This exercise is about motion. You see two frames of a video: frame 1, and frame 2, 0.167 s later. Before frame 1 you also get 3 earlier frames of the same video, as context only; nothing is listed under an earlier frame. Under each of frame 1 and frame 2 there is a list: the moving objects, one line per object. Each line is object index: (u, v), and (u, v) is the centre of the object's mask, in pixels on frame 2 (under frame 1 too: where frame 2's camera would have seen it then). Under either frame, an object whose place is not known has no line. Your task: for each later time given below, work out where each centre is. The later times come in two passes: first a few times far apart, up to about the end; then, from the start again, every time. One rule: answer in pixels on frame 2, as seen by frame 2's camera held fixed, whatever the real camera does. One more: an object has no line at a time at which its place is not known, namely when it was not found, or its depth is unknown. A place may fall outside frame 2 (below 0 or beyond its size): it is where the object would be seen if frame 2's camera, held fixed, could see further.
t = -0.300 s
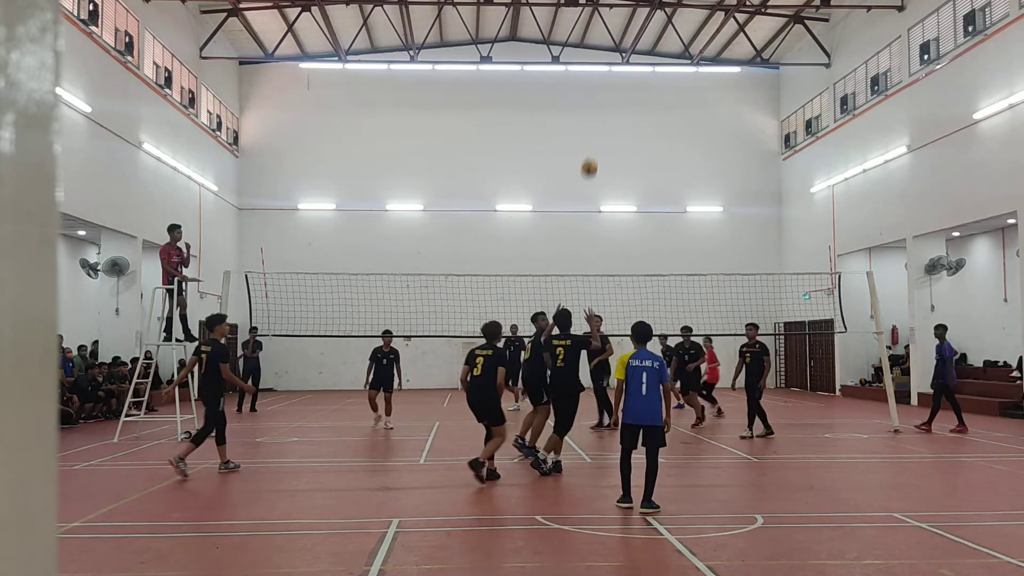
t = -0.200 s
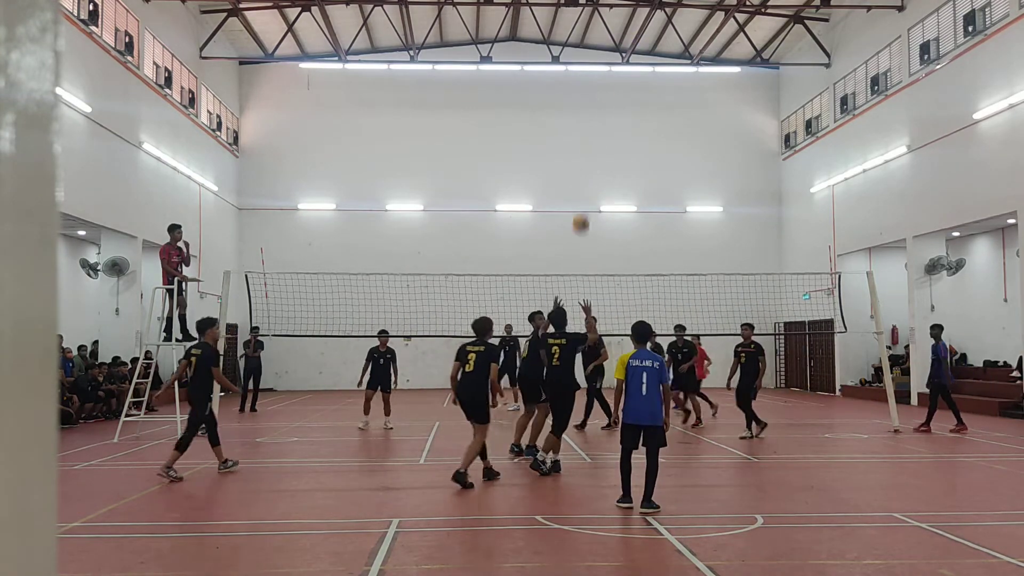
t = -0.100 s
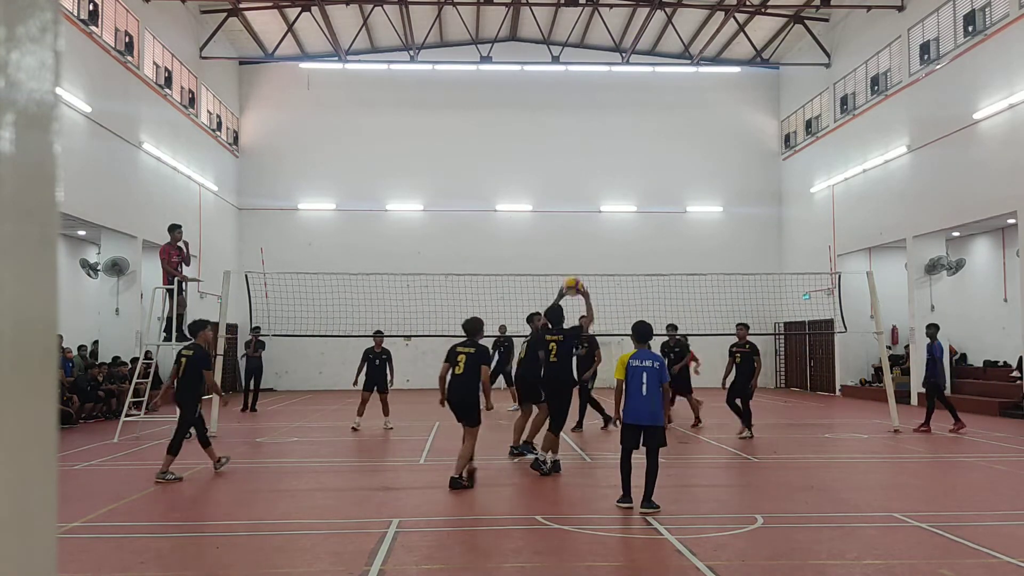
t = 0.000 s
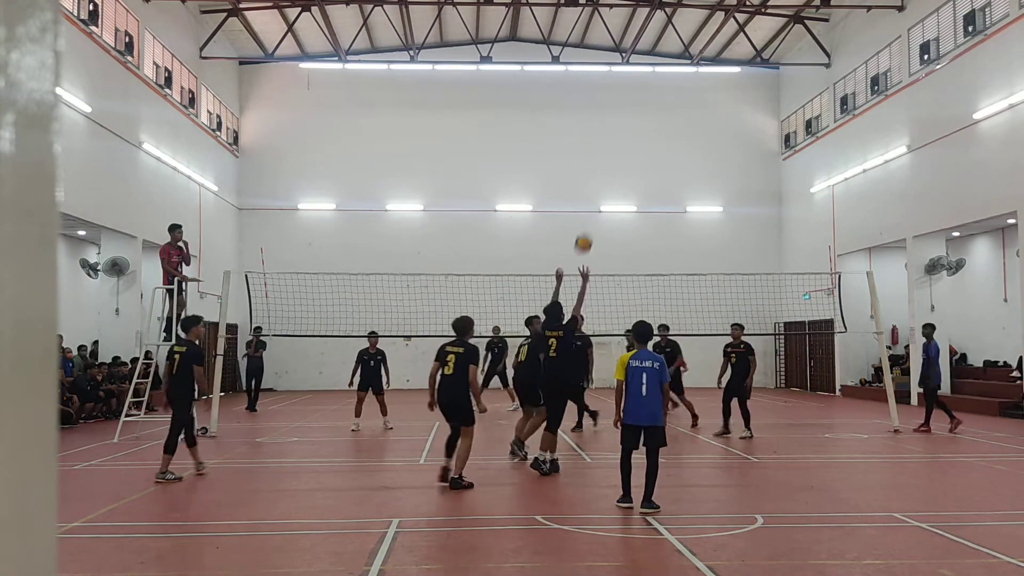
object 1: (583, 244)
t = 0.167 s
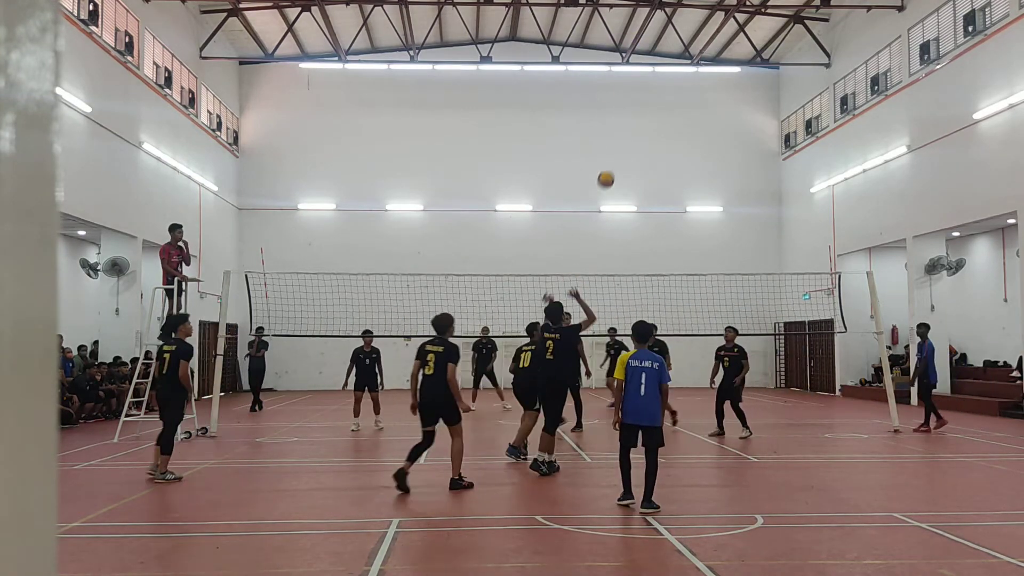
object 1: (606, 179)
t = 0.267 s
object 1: (618, 154)
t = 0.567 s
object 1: (650, 129)
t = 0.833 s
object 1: (674, 162)
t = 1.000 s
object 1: (688, 203)
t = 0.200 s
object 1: (610, 170)
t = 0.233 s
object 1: (614, 161)
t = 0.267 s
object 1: (618, 154)
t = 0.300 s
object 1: (622, 147)
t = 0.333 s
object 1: (626, 142)
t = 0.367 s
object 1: (630, 137)
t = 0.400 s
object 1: (633, 134)
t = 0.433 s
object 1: (636, 131)
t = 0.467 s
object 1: (640, 129)
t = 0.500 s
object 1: (643, 128)
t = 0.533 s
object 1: (647, 128)
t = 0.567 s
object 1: (650, 129)
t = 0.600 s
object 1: (653, 131)
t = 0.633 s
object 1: (656, 133)
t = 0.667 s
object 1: (659, 136)
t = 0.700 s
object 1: (662, 140)
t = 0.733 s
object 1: (665, 144)
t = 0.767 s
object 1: (668, 149)
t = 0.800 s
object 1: (671, 155)
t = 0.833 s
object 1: (674, 162)
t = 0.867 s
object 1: (677, 169)
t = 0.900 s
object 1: (679, 177)
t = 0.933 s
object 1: (682, 185)
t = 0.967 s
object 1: (685, 194)
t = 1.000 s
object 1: (688, 203)
